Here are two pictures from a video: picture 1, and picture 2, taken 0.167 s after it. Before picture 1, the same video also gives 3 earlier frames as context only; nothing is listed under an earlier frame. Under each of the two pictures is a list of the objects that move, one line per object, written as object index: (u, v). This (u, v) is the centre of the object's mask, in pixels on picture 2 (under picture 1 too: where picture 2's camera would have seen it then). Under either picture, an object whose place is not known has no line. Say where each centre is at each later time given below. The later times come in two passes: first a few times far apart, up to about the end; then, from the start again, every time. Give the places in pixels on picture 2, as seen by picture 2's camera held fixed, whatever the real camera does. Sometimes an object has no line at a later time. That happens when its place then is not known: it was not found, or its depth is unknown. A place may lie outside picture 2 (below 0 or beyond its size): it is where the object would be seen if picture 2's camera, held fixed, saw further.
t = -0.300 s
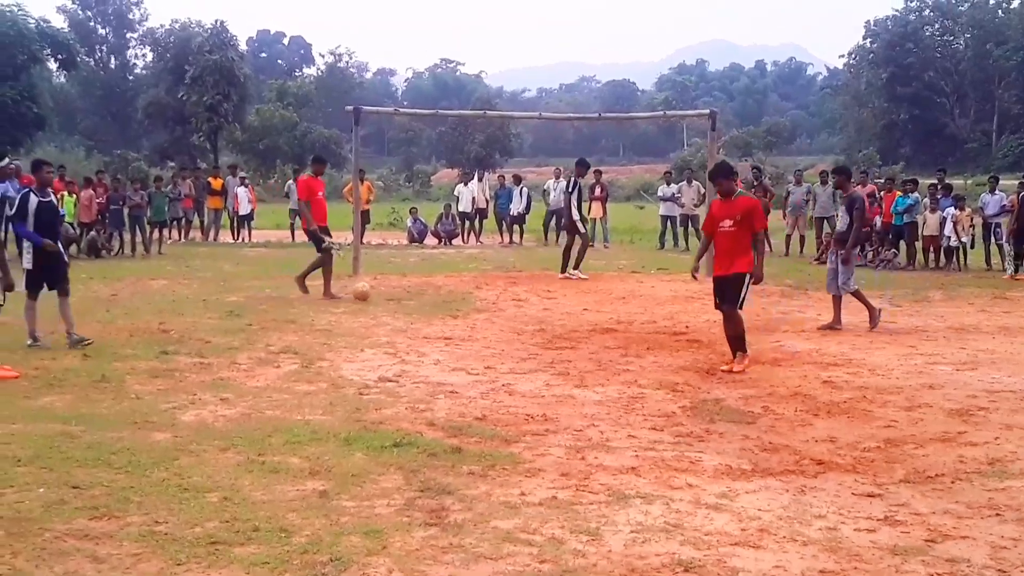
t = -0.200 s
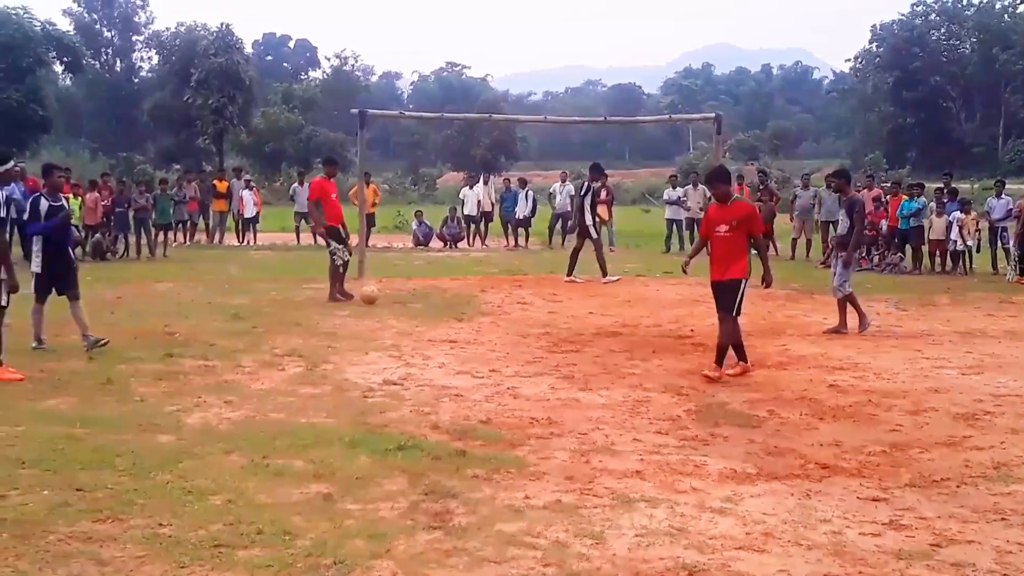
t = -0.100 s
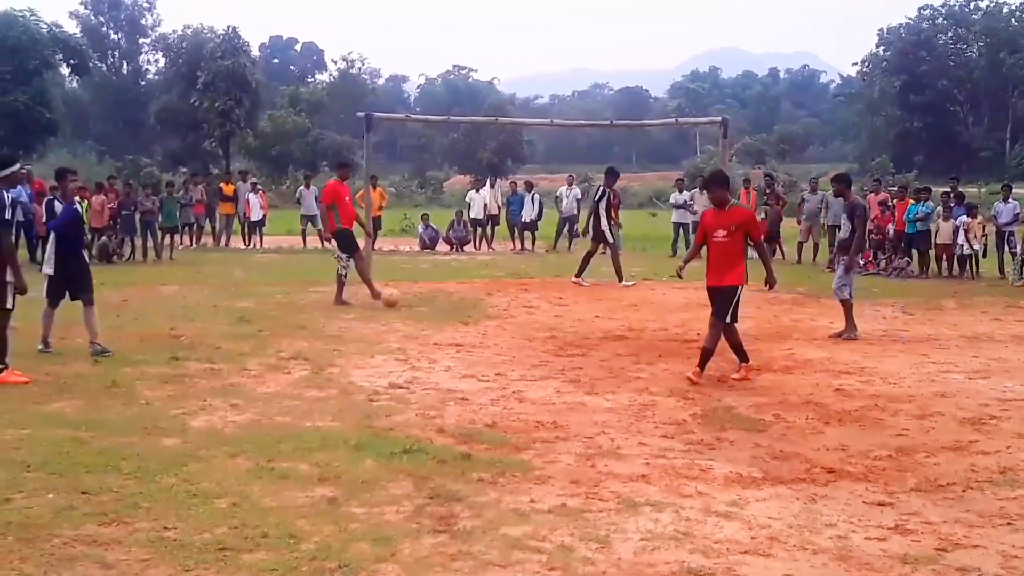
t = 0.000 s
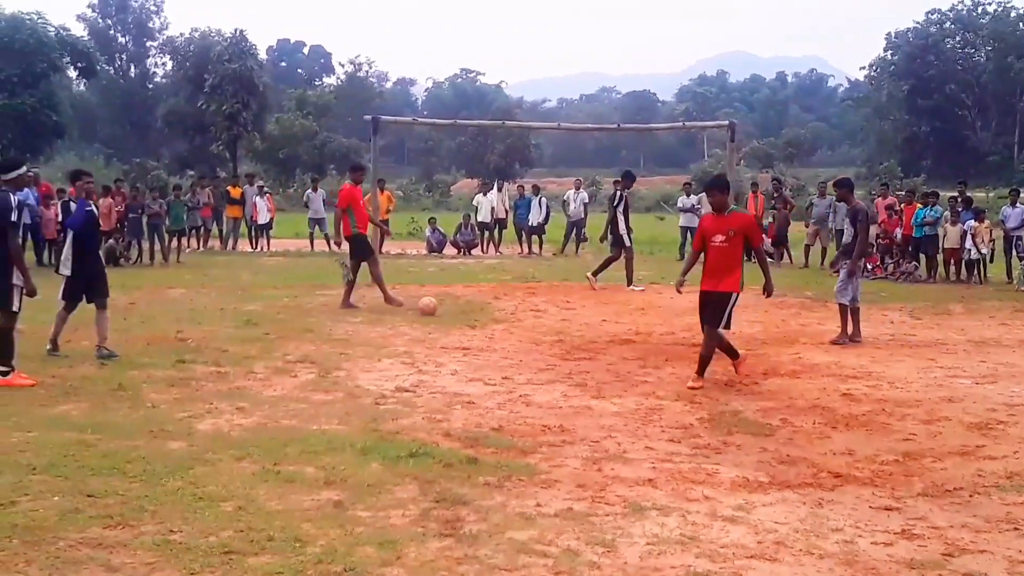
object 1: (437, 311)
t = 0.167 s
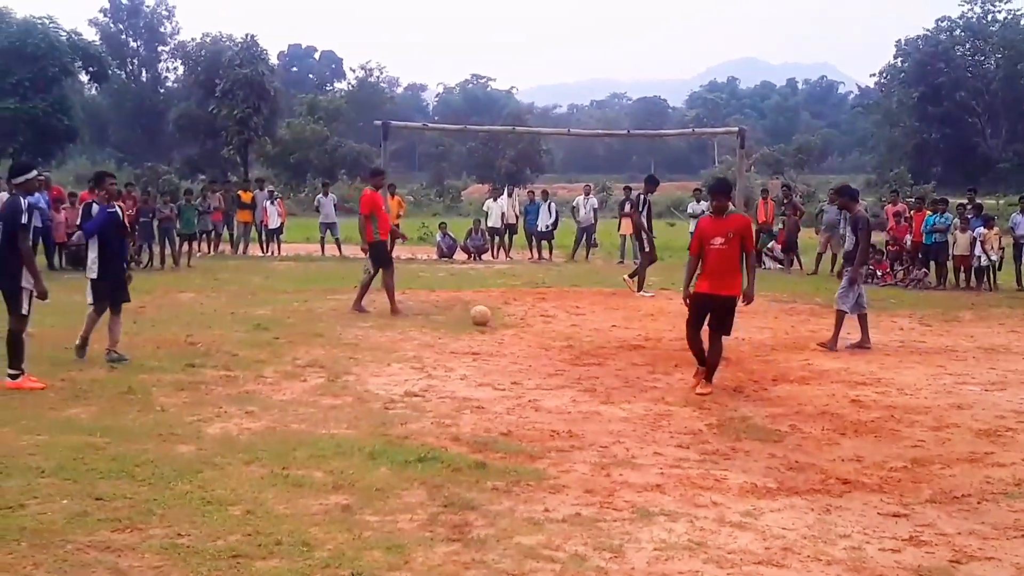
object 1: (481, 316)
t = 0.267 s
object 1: (502, 320)
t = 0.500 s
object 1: (547, 322)
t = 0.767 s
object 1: (598, 326)
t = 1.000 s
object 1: (642, 333)
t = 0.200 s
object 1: (488, 318)
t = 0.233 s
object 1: (495, 318)
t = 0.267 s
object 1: (502, 320)
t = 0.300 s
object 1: (508, 320)
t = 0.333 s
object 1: (516, 318)
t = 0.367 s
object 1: (521, 318)
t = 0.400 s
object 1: (527, 318)
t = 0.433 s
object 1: (534, 320)
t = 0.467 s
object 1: (541, 321)
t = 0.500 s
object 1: (547, 322)
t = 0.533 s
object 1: (553, 323)
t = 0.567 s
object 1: (560, 322)
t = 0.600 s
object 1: (566, 322)
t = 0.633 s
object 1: (572, 323)
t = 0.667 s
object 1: (579, 324)
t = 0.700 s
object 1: (585, 326)
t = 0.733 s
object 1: (592, 326)
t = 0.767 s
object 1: (598, 326)
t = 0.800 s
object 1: (604, 327)
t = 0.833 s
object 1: (610, 329)
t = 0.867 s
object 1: (617, 329)
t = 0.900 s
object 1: (623, 329)
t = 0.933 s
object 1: (629, 329)
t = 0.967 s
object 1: (636, 331)
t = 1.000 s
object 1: (642, 333)
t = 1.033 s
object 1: (649, 333)
